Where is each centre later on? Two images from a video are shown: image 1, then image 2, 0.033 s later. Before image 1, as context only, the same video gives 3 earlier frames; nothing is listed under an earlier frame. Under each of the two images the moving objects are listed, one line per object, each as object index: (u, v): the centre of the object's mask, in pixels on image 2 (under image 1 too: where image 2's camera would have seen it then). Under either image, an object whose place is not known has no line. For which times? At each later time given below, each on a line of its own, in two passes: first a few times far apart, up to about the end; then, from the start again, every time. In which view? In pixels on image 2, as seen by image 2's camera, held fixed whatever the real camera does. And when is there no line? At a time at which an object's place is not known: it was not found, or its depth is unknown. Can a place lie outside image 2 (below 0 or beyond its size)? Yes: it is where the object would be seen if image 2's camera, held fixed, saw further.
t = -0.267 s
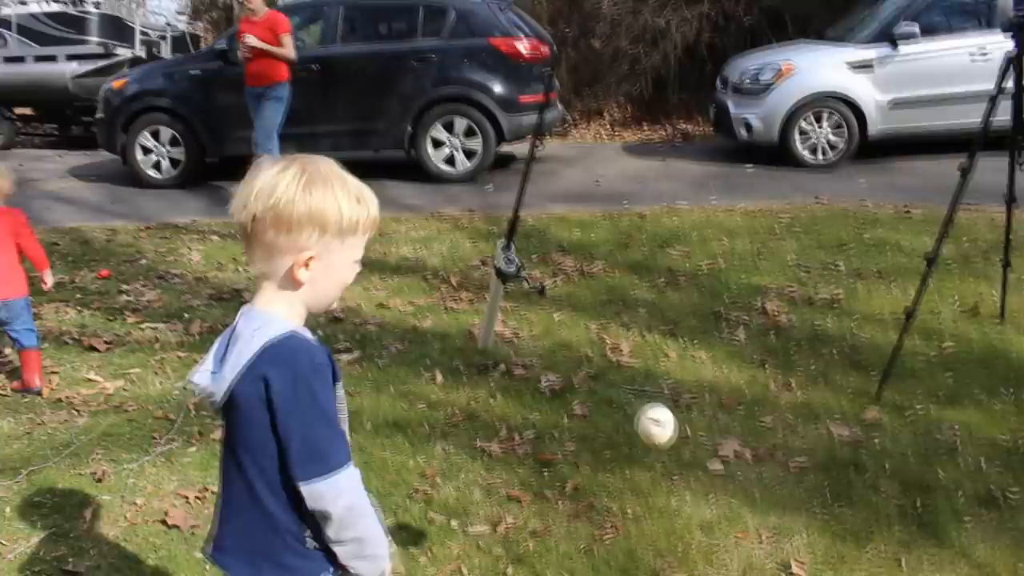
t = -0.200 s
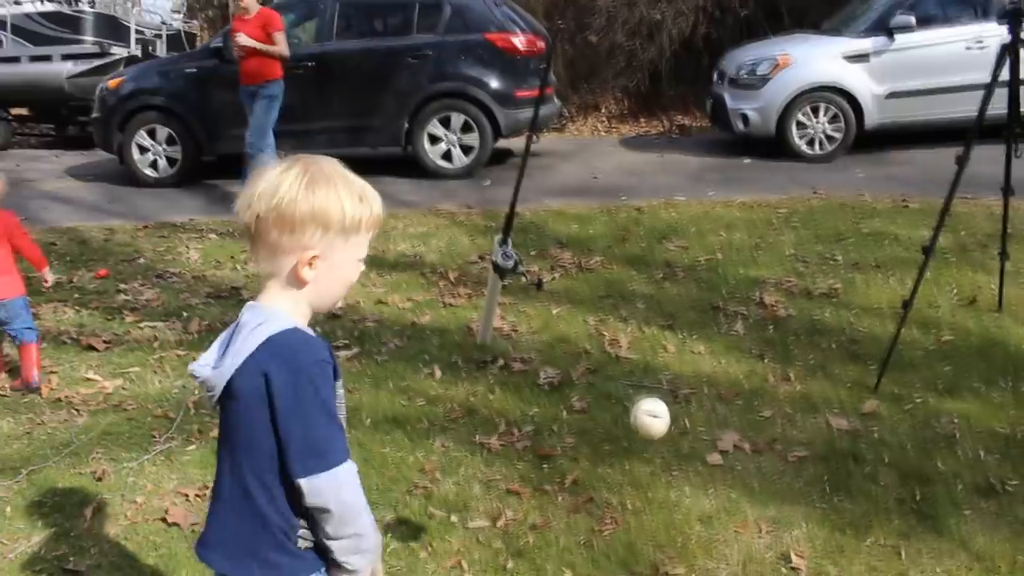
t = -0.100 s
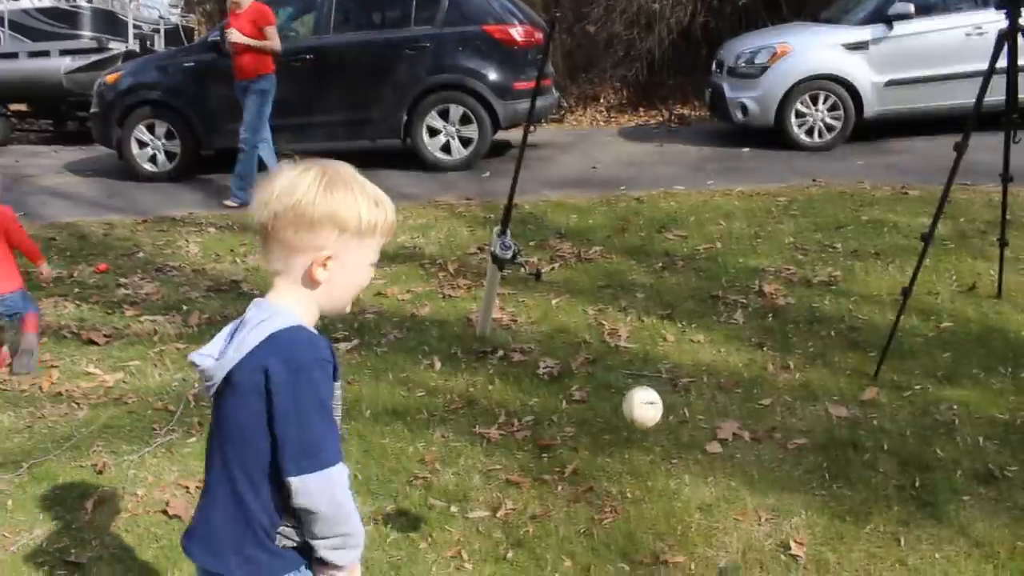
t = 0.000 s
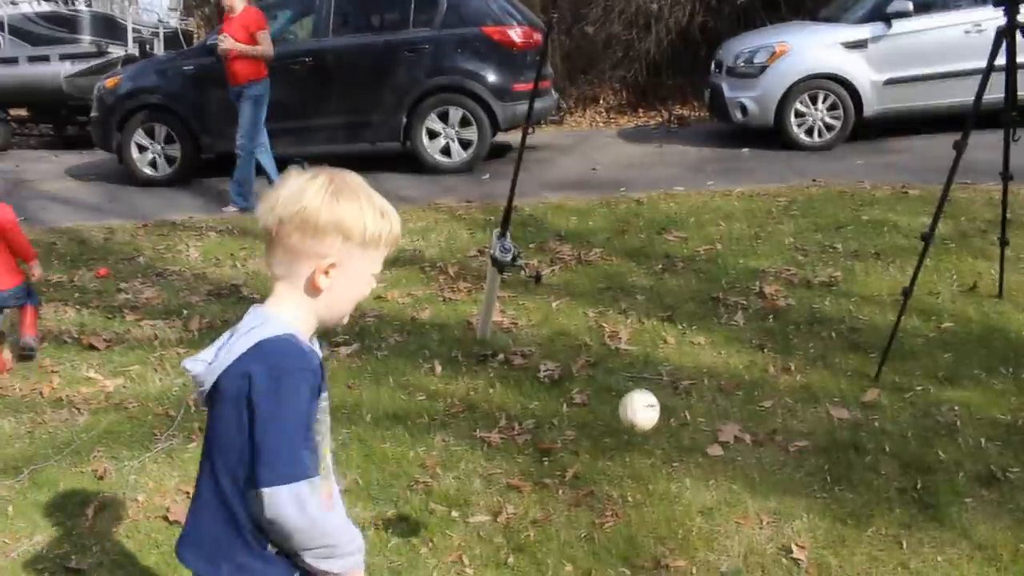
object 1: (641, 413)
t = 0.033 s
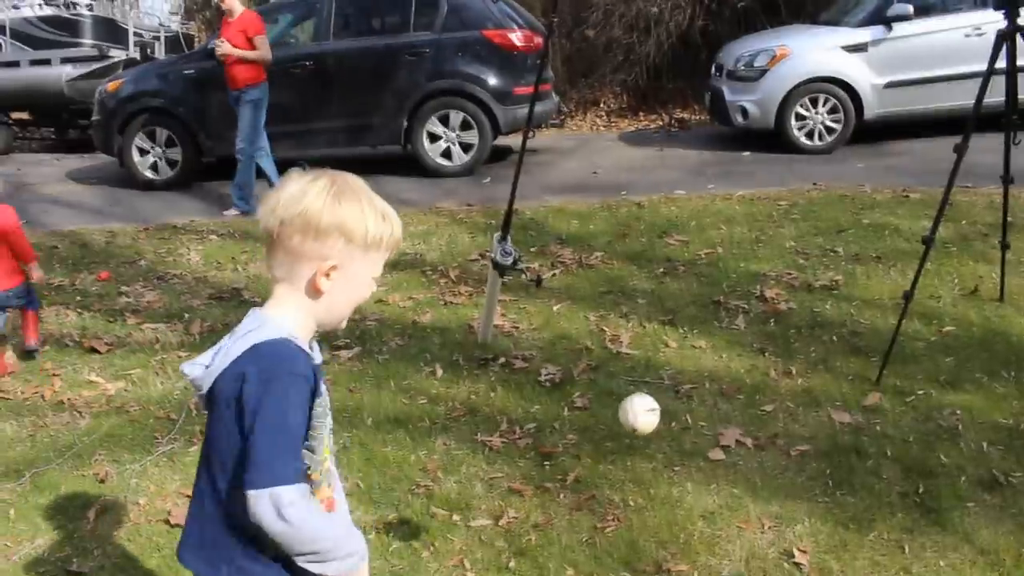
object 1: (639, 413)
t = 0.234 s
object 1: (636, 412)
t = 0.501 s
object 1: (641, 414)
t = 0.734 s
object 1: (652, 421)
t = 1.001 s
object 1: (666, 424)
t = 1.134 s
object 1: (671, 423)
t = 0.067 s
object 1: (638, 413)
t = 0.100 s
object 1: (637, 413)
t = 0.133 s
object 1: (637, 413)
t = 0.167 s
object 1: (638, 413)
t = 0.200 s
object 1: (637, 413)
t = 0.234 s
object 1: (636, 412)
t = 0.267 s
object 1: (636, 412)
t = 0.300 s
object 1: (636, 412)
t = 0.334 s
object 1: (637, 412)
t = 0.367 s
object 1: (637, 412)
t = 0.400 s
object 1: (638, 412)
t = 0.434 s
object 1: (639, 413)
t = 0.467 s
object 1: (640, 414)
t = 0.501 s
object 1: (641, 414)
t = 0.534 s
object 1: (642, 415)
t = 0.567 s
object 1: (643, 415)
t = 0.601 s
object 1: (645, 417)
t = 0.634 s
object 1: (646, 418)
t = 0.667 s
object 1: (648, 419)
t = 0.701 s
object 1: (650, 420)
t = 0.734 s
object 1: (652, 421)
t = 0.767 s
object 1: (653, 422)
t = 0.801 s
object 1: (655, 423)
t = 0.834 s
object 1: (657, 423)
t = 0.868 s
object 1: (659, 424)
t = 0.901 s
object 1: (661, 424)
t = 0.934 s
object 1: (663, 424)
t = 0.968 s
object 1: (664, 424)
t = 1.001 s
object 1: (666, 424)
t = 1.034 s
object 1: (667, 424)
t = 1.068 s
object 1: (669, 424)
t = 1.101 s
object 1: (670, 423)
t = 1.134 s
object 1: (671, 423)
